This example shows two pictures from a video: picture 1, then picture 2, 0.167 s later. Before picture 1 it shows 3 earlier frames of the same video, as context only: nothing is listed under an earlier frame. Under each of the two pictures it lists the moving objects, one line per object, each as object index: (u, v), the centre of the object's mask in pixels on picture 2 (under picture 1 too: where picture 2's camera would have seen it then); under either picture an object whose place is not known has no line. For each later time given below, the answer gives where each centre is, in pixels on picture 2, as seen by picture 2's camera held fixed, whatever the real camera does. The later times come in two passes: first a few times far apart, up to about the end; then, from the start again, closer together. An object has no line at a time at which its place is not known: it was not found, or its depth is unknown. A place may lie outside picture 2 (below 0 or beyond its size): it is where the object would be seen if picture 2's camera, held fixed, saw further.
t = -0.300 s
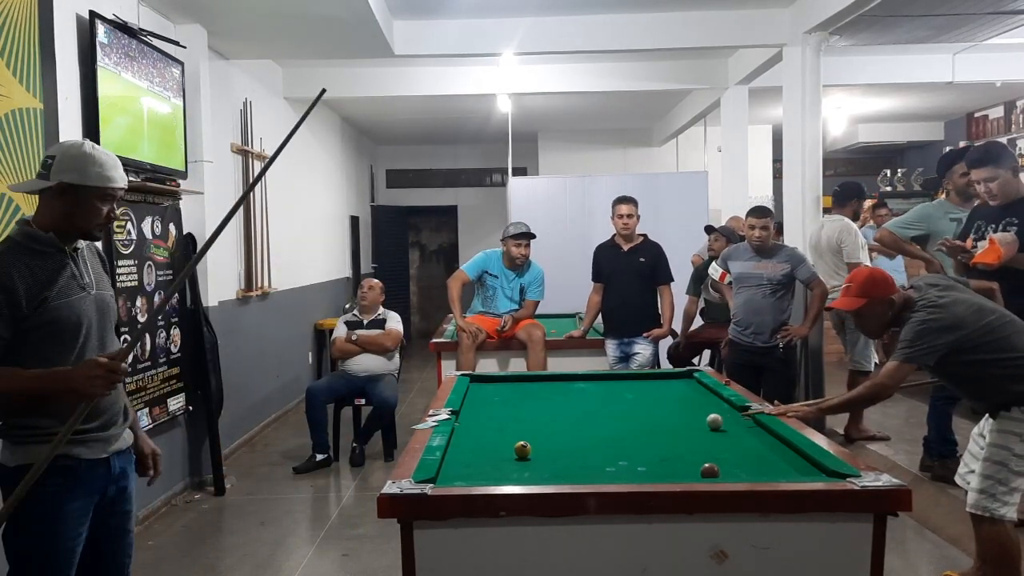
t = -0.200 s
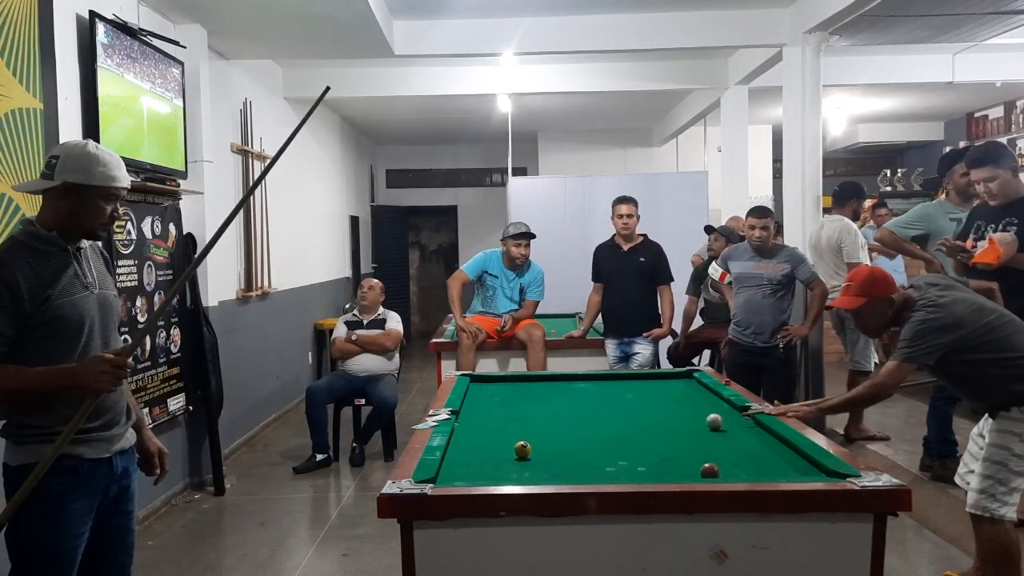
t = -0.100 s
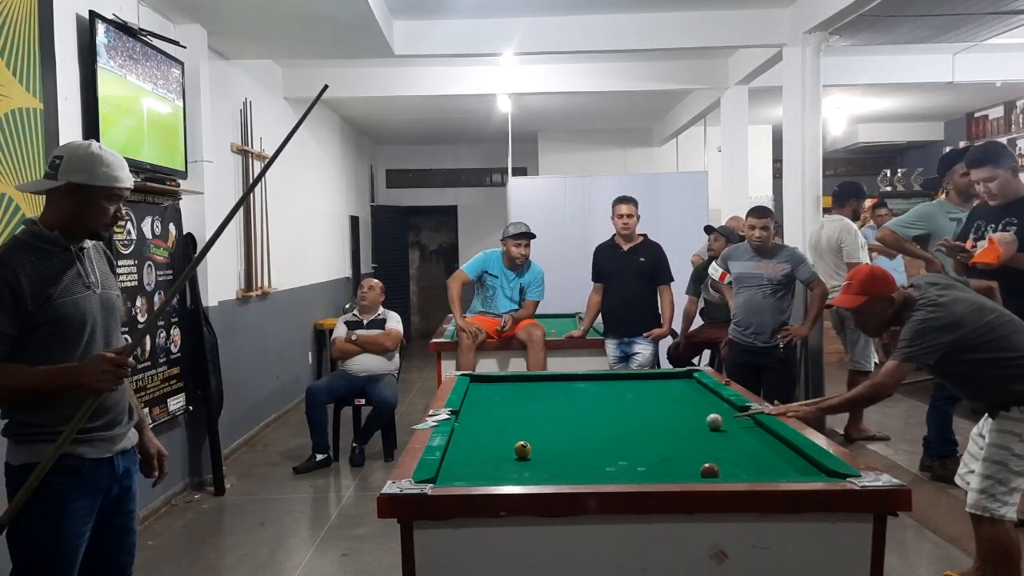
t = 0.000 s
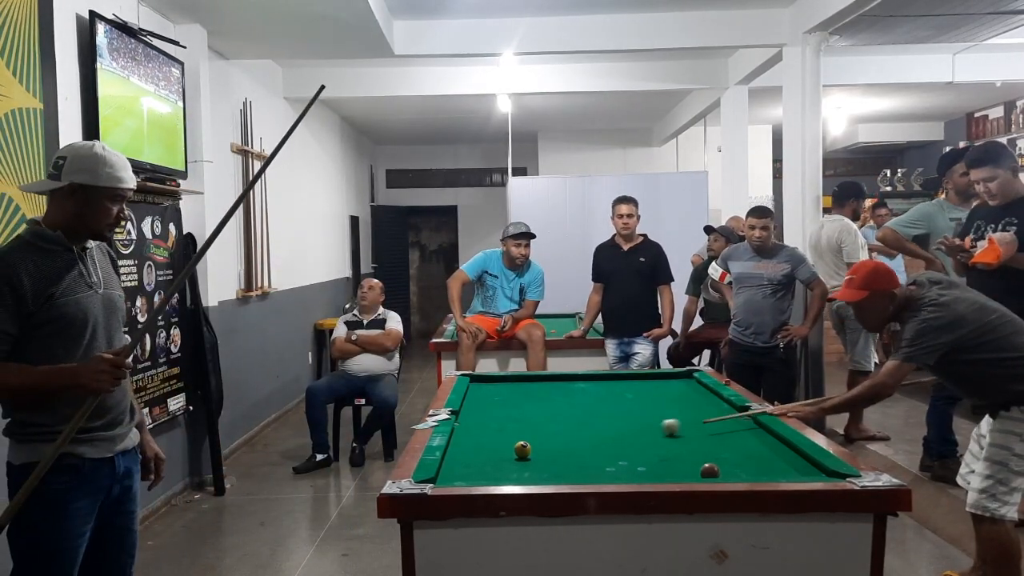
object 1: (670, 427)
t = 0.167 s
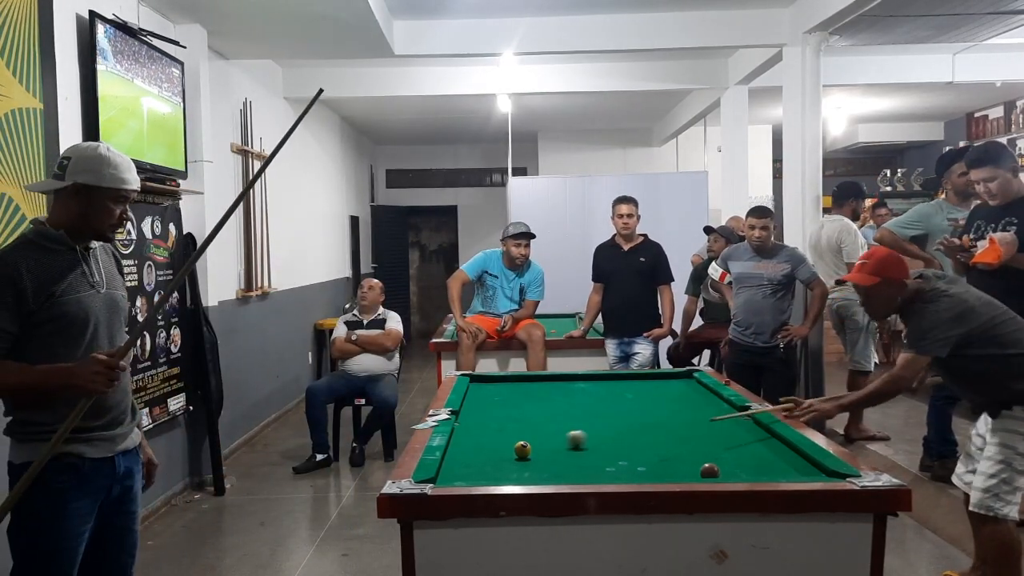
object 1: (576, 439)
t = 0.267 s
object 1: (523, 443)
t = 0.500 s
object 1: (482, 447)
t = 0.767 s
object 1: (562, 449)
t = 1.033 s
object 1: (641, 451)
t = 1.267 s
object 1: (710, 453)
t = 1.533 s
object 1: (788, 455)
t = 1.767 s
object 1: (760, 457)
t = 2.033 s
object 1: (716, 458)
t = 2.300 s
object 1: (675, 462)
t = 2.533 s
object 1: (641, 463)
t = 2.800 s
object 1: (606, 465)
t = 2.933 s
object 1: (588, 463)
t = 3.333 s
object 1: (548, 469)
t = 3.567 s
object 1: (524, 468)
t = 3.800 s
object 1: (505, 469)
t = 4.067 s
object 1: (487, 471)
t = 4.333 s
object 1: (472, 471)
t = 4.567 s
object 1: (462, 472)
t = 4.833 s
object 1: (455, 472)
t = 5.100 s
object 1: (452, 472)
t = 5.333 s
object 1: (451, 472)
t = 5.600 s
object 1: (451, 472)
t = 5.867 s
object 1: (451, 472)
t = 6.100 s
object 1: (451, 472)
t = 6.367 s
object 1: (451, 472)
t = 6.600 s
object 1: (451, 472)
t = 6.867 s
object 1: (451, 472)
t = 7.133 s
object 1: (451, 472)
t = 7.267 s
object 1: (451, 472)
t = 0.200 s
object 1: (557, 442)
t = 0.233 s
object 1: (538, 444)
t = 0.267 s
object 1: (523, 443)
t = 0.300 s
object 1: (507, 442)
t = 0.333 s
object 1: (492, 444)
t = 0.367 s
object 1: (478, 446)
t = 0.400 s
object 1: (463, 446)
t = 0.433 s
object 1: (458, 445)
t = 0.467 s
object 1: (470, 445)
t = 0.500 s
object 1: (482, 447)
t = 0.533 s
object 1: (493, 447)
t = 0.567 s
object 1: (503, 447)
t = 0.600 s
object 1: (513, 448)
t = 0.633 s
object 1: (522, 448)
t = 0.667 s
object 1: (532, 448)
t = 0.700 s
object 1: (542, 448)
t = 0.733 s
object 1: (552, 449)
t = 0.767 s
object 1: (562, 449)
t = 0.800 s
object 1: (572, 449)
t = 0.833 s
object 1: (582, 450)
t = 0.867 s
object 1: (591, 450)
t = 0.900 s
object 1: (601, 450)
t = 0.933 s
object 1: (611, 450)
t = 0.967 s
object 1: (621, 451)
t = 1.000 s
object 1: (631, 451)
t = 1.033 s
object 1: (641, 451)
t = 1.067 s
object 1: (651, 451)
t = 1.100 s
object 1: (661, 451)
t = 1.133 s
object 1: (670, 452)
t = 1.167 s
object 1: (680, 452)
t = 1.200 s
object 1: (690, 452)
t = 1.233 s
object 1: (700, 452)
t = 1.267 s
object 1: (710, 453)
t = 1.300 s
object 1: (719, 453)
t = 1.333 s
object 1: (729, 453)
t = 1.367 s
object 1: (739, 453)
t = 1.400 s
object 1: (749, 454)
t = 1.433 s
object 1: (758, 454)
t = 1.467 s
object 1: (768, 454)
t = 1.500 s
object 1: (779, 455)
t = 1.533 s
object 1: (788, 455)
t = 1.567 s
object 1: (796, 454)
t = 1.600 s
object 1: (790, 455)
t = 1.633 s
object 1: (783, 456)
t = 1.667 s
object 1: (777, 456)
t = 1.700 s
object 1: (771, 456)
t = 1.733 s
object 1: (765, 457)
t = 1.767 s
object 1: (760, 457)
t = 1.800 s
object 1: (754, 457)
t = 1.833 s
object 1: (748, 458)
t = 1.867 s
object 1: (743, 458)
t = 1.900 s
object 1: (737, 458)
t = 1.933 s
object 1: (732, 458)
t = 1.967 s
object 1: (727, 459)
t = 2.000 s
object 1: (721, 459)
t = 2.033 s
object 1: (716, 458)
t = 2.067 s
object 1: (711, 457)
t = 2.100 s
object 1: (705, 457)
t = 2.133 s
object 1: (699, 459)
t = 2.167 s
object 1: (694, 460)
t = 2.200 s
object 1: (690, 460)
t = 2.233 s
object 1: (684, 461)
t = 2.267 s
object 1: (680, 461)
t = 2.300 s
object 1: (675, 462)
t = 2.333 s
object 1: (670, 462)
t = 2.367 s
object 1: (665, 462)
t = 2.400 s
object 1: (660, 462)
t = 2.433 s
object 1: (655, 462)
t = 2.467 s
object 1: (650, 463)
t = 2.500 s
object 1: (645, 463)
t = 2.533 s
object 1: (641, 463)
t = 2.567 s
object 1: (637, 464)
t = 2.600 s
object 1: (632, 464)
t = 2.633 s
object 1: (628, 464)
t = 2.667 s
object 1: (623, 465)
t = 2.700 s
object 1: (619, 464)
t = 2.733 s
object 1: (615, 465)
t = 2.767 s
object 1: (611, 465)
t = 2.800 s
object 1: (606, 465)
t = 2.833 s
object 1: (602, 466)
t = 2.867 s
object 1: (598, 466)
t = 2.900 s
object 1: (594, 466)
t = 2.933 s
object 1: (588, 463)
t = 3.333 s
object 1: (548, 469)
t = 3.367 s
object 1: (543, 468)
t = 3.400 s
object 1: (540, 467)
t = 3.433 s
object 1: (537, 467)
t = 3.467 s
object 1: (533, 468)
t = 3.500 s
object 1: (530, 468)
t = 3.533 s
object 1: (527, 468)
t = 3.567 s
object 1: (524, 468)
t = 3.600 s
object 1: (522, 469)
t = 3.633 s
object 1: (518, 469)
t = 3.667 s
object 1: (515, 469)
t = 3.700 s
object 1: (513, 469)
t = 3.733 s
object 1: (511, 469)
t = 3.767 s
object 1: (508, 469)
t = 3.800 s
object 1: (505, 469)
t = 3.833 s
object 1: (503, 469)
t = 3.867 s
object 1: (500, 469)
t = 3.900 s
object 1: (498, 470)
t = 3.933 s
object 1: (496, 470)
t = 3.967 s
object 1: (493, 469)
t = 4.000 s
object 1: (491, 470)
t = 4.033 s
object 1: (489, 471)
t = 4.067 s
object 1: (487, 471)
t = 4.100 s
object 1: (485, 471)
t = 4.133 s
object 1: (483, 471)
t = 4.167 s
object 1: (481, 471)
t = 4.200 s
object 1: (479, 471)
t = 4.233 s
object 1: (477, 471)
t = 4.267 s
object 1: (476, 471)
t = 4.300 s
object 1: (474, 471)
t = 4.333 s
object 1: (472, 471)
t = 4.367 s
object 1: (471, 471)
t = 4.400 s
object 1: (469, 471)
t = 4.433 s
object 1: (468, 471)
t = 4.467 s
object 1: (466, 471)
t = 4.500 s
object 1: (465, 472)
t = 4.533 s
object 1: (463, 471)
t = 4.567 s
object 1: (462, 472)
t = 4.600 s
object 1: (461, 472)
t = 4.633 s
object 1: (460, 472)
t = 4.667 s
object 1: (459, 471)
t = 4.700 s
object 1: (458, 472)
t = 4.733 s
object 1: (457, 472)
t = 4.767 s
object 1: (457, 472)
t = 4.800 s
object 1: (456, 472)
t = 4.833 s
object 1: (455, 472)
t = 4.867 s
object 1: (454, 472)
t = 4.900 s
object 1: (454, 472)
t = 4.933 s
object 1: (454, 472)
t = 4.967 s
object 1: (453, 472)
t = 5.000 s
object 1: (453, 472)
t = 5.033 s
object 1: (452, 472)
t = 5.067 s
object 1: (452, 472)
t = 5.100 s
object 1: (452, 472)
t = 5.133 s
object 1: (452, 472)
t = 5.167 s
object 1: (452, 472)
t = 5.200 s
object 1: (451, 472)
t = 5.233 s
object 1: (451, 472)
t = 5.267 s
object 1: (451, 472)
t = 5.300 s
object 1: (451, 472)
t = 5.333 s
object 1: (451, 472)
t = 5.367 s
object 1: (451, 472)
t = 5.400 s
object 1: (451, 472)
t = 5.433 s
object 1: (451, 472)
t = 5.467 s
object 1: (451, 472)
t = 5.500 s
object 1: (451, 472)
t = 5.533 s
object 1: (451, 472)
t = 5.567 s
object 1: (451, 472)
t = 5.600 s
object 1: (451, 472)
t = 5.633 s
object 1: (451, 472)
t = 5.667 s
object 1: (451, 472)
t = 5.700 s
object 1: (451, 472)
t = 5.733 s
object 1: (451, 472)
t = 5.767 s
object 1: (451, 472)
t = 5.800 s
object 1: (451, 472)
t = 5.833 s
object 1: (451, 472)
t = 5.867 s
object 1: (451, 472)
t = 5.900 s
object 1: (451, 472)
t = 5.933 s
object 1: (451, 472)
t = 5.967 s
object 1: (451, 472)
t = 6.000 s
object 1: (451, 472)
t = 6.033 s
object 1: (451, 472)
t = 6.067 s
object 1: (451, 472)
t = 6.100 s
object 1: (451, 472)
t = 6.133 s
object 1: (451, 472)
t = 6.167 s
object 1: (451, 472)
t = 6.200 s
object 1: (451, 472)
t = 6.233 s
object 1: (451, 472)
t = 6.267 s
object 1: (451, 472)
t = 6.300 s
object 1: (451, 472)
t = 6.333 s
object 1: (451, 472)
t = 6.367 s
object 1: (451, 472)
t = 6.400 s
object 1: (451, 472)
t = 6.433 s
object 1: (451, 472)
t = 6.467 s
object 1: (451, 472)
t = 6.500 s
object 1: (451, 472)
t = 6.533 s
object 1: (451, 472)
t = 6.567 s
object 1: (451, 472)
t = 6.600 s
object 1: (451, 472)
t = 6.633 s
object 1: (451, 472)
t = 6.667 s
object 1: (451, 472)
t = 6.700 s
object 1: (451, 472)
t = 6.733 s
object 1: (451, 472)
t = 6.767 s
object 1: (451, 472)
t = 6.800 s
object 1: (451, 472)
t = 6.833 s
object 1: (451, 472)
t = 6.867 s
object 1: (451, 472)
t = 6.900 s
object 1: (451, 472)
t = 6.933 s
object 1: (451, 472)
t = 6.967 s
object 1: (451, 472)
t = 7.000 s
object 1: (451, 472)
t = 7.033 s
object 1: (451, 472)
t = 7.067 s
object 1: (451, 472)
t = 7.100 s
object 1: (451, 472)
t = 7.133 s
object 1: (451, 472)
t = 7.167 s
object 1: (451, 472)
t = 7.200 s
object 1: (451, 472)
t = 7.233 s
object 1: (451, 472)
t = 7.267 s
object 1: (451, 472)
